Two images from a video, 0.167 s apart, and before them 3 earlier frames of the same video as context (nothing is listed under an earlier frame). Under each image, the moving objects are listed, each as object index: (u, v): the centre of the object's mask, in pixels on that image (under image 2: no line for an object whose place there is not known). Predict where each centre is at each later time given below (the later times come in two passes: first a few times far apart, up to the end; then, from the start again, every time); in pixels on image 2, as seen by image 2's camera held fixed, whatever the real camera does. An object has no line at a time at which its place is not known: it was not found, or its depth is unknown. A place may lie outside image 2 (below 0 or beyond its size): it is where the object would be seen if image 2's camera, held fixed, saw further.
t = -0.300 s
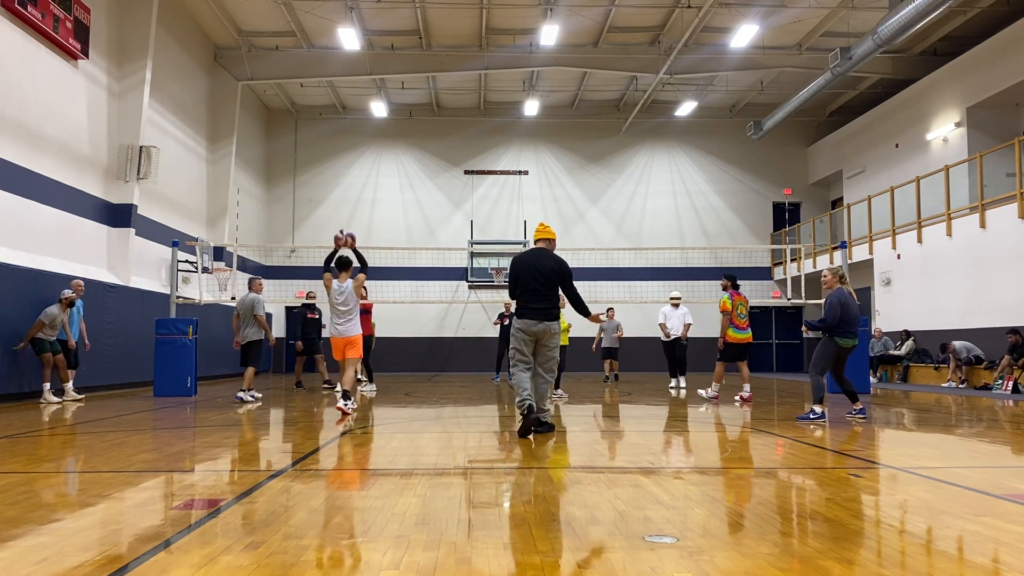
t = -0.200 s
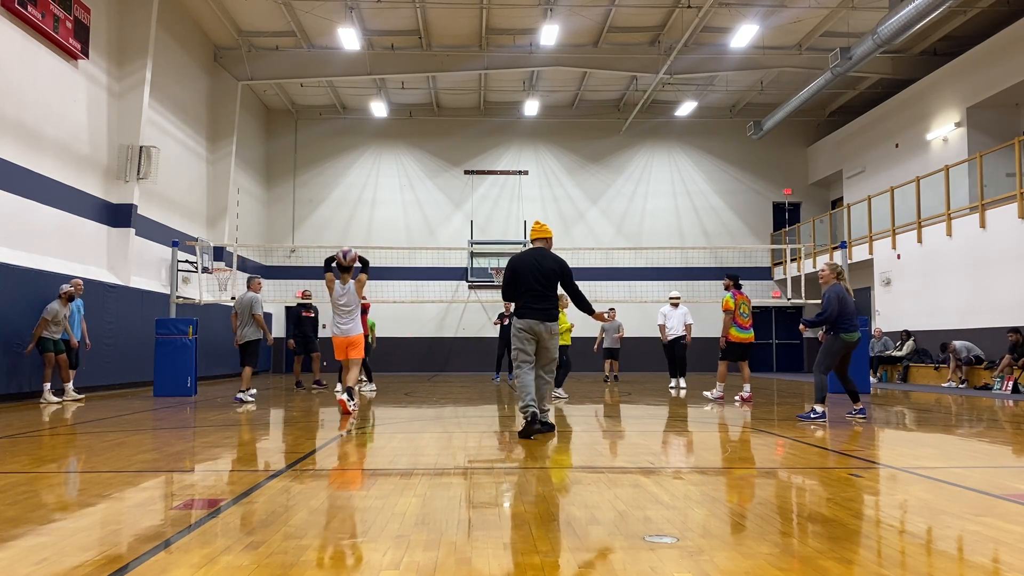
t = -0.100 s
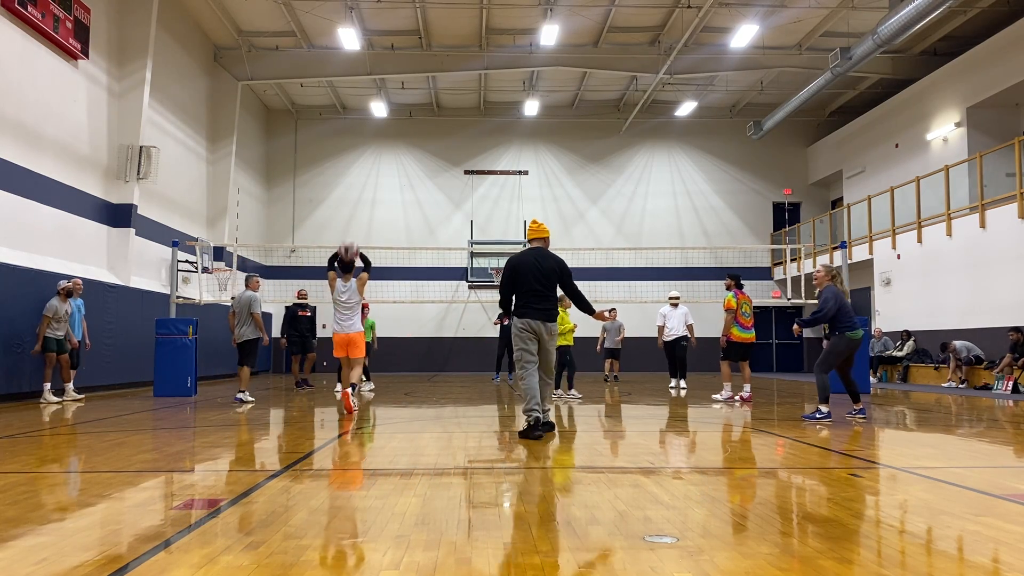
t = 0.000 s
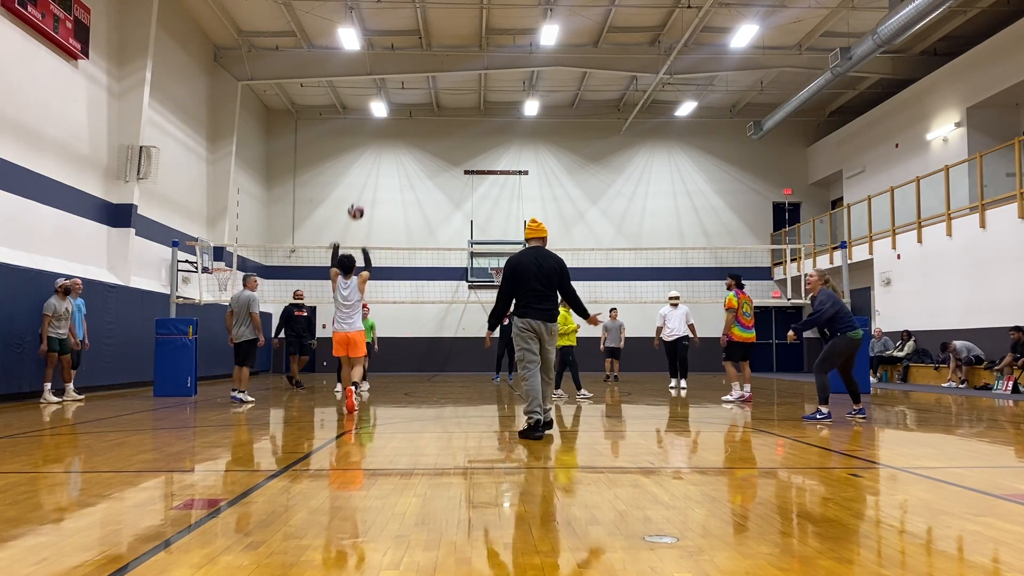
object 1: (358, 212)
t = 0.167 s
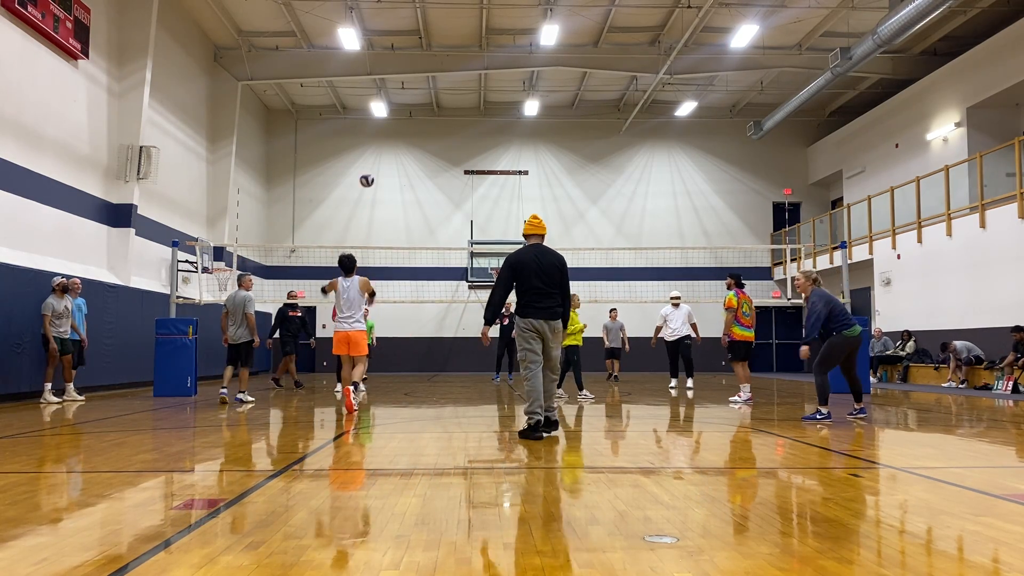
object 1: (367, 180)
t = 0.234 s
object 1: (370, 175)
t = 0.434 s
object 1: (377, 173)
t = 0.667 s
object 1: (383, 195)
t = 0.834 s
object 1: (386, 221)
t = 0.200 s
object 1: (369, 177)
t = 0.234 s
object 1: (370, 175)
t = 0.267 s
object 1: (371, 173)
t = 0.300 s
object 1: (372, 172)
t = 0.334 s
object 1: (374, 172)
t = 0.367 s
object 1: (375, 172)
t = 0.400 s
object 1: (376, 172)
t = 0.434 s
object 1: (377, 173)
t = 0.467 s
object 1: (378, 175)
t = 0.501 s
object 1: (379, 177)
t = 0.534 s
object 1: (379, 180)
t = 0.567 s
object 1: (380, 183)
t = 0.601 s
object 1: (381, 186)
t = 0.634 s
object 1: (382, 190)
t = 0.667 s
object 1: (383, 195)
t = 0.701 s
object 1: (384, 199)
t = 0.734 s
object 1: (384, 204)
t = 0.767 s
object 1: (385, 210)
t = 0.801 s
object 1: (386, 215)
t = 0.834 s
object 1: (386, 221)
